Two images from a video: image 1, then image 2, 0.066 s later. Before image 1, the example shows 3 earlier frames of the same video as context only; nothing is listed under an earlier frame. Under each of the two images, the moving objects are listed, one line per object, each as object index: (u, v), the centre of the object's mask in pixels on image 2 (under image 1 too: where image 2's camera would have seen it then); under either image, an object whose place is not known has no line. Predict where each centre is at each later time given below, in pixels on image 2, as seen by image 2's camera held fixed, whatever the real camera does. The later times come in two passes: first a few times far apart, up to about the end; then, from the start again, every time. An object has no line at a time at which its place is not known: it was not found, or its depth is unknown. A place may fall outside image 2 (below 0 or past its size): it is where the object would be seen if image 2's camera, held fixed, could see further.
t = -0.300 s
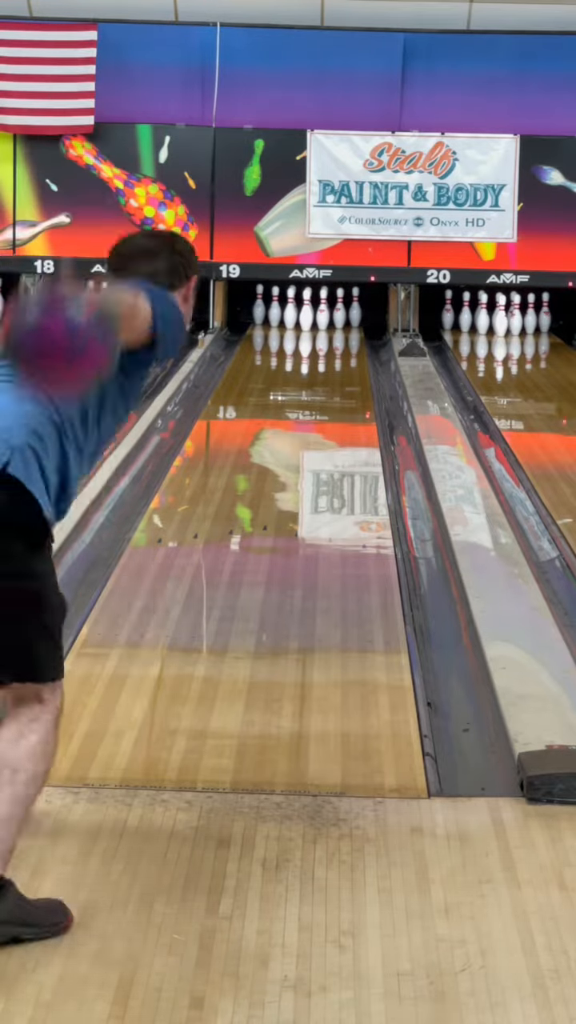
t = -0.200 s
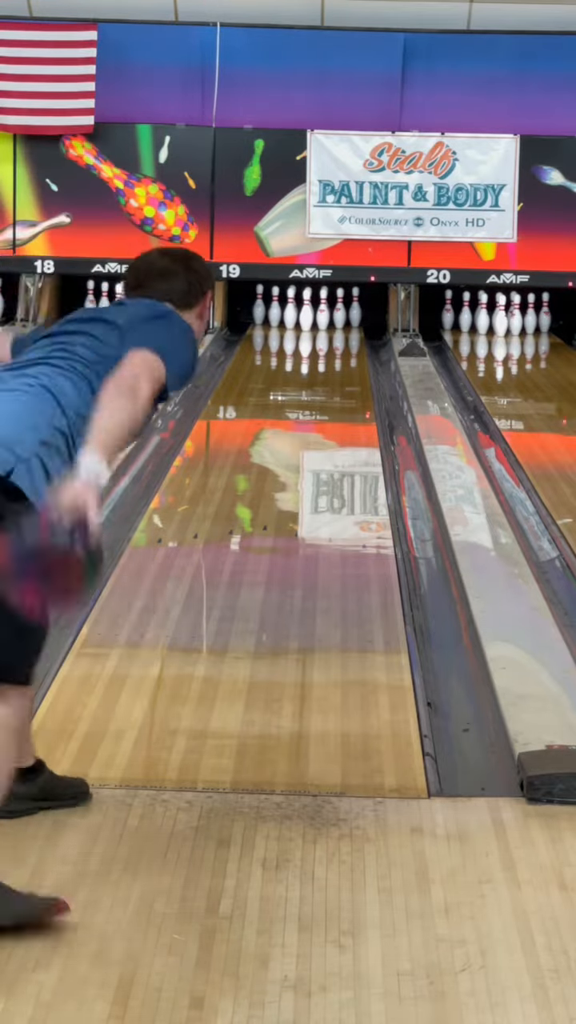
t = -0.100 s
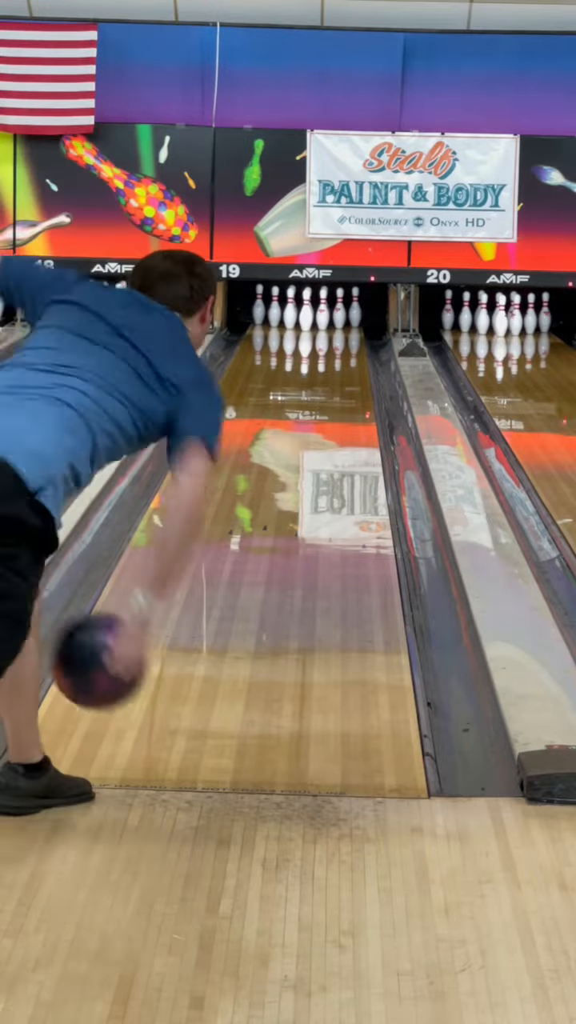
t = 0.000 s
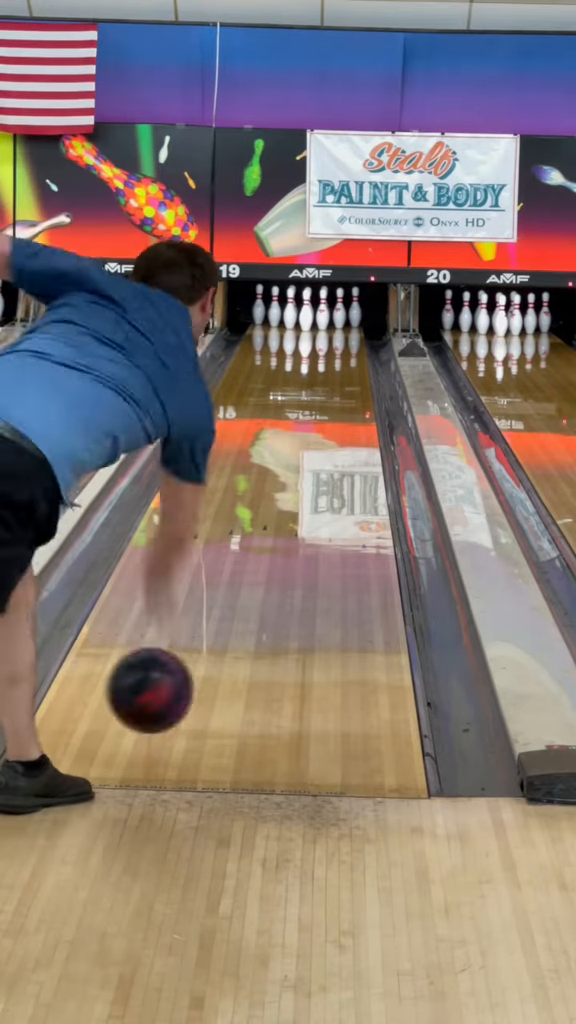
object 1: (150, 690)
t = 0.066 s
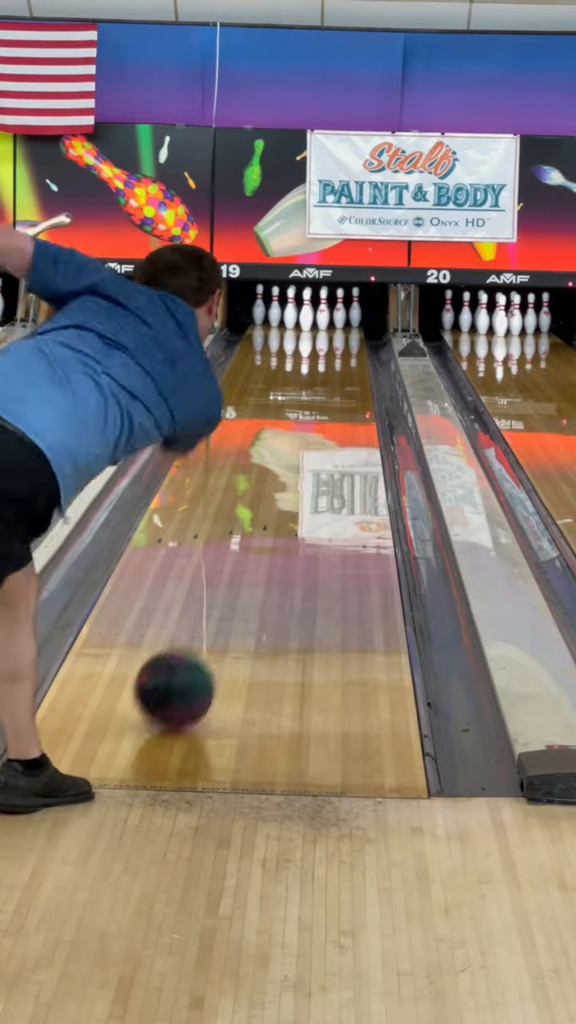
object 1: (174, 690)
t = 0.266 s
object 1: (229, 596)
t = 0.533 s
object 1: (274, 517)
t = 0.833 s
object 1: (308, 455)
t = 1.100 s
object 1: (328, 416)
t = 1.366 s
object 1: (341, 387)
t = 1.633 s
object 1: (347, 365)
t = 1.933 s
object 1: (345, 344)
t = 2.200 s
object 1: (331, 329)
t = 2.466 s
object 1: (314, 319)
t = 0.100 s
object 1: (185, 666)
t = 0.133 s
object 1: (195, 649)
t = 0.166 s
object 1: (204, 636)
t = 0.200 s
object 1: (213, 623)
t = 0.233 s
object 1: (222, 609)
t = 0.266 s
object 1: (229, 596)
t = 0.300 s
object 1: (236, 583)
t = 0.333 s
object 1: (243, 571)
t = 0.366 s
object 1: (249, 560)
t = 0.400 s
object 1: (255, 549)
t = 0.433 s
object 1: (261, 540)
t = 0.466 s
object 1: (271, 531)
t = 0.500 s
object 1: (271, 521)
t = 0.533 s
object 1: (274, 517)
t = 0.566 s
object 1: (281, 505)
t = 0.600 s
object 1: (285, 497)
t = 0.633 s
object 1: (287, 494)
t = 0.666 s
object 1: (291, 486)
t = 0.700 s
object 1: (294, 480)
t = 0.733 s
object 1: (298, 473)
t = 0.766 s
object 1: (302, 467)
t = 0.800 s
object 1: (305, 461)
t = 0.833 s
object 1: (308, 455)
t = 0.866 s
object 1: (311, 449)
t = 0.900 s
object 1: (313, 444)
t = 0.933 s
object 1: (316, 439)
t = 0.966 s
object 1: (319, 434)
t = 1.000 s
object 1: (321, 430)
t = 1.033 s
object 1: (323, 425)
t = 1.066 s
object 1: (326, 420)
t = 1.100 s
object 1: (328, 416)
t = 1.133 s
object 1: (329, 412)
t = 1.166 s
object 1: (331, 408)
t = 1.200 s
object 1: (332, 404)
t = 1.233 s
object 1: (339, 401)
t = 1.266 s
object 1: (337, 399)
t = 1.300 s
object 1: (338, 394)
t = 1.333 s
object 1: (339, 390)
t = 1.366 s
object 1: (341, 387)
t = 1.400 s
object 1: (342, 384)
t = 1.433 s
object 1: (342, 382)
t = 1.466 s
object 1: (343, 378)
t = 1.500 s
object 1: (345, 375)
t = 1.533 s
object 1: (345, 372)
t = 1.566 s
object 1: (346, 370)
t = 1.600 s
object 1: (347, 367)
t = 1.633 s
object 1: (347, 365)
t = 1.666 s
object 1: (348, 362)
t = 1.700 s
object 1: (348, 360)
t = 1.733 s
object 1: (348, 357)
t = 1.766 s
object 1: (347, 355)
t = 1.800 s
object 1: (347, 352)
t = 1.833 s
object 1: (347, 350)
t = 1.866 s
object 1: (347, 348)
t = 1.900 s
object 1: (346, 346)
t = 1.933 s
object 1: (345, 344)
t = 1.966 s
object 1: (344, 342)
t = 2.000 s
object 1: (343, 341)
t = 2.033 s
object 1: (342, 339)
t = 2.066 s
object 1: (339, 337)
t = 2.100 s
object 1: (338, 335)
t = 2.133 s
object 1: (336, 333)
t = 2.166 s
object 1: (334, 331)
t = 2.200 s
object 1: (331, 329)
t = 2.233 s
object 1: (328, 328)
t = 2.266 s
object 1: (326, 326)
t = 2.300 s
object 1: (323, 325)
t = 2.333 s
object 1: (321, 324)
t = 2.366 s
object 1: (317, 322)
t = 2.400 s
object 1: (317, 321)
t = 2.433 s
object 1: (316, 320)
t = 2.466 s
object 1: (314, 319)
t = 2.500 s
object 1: (313, 318)
